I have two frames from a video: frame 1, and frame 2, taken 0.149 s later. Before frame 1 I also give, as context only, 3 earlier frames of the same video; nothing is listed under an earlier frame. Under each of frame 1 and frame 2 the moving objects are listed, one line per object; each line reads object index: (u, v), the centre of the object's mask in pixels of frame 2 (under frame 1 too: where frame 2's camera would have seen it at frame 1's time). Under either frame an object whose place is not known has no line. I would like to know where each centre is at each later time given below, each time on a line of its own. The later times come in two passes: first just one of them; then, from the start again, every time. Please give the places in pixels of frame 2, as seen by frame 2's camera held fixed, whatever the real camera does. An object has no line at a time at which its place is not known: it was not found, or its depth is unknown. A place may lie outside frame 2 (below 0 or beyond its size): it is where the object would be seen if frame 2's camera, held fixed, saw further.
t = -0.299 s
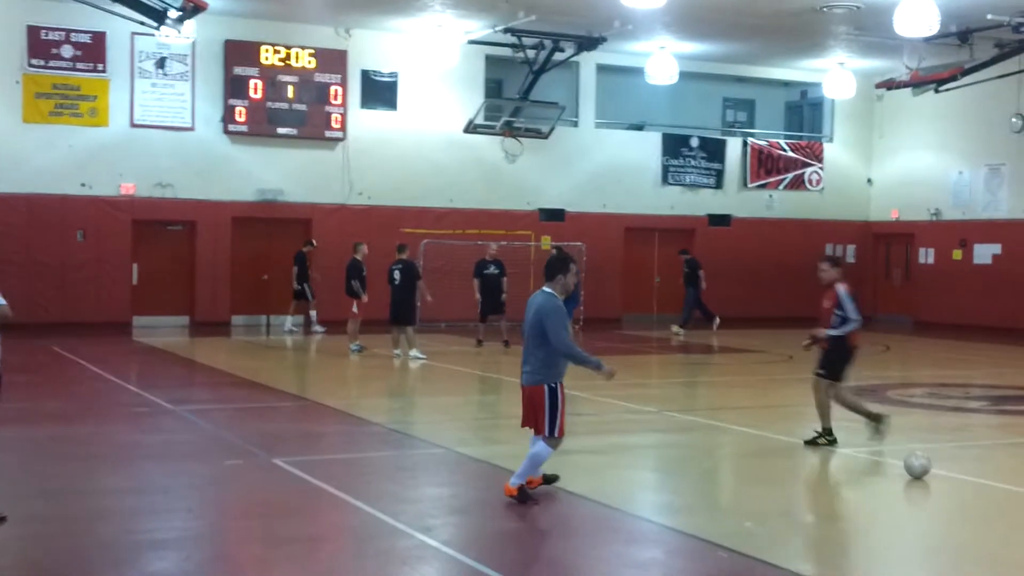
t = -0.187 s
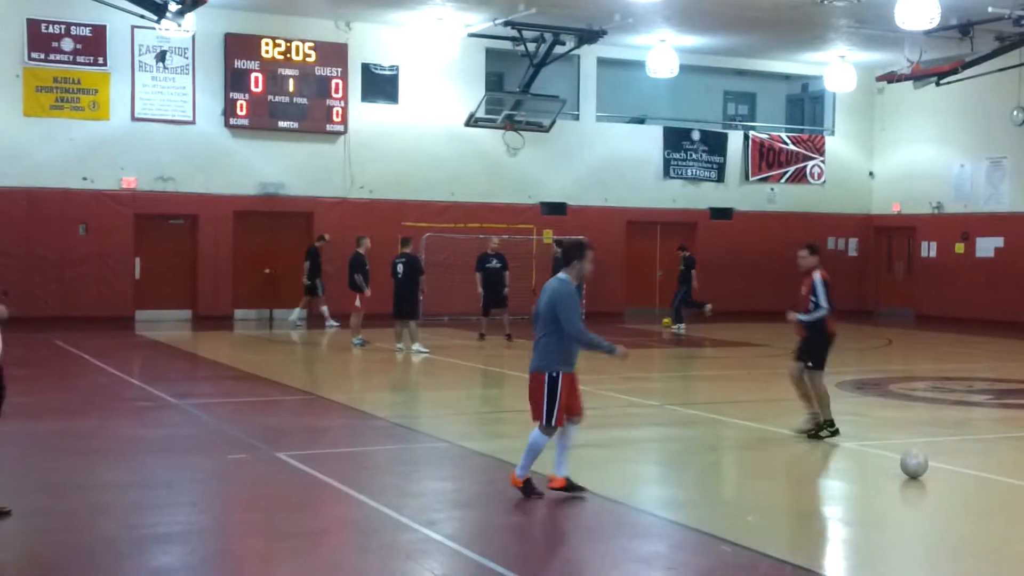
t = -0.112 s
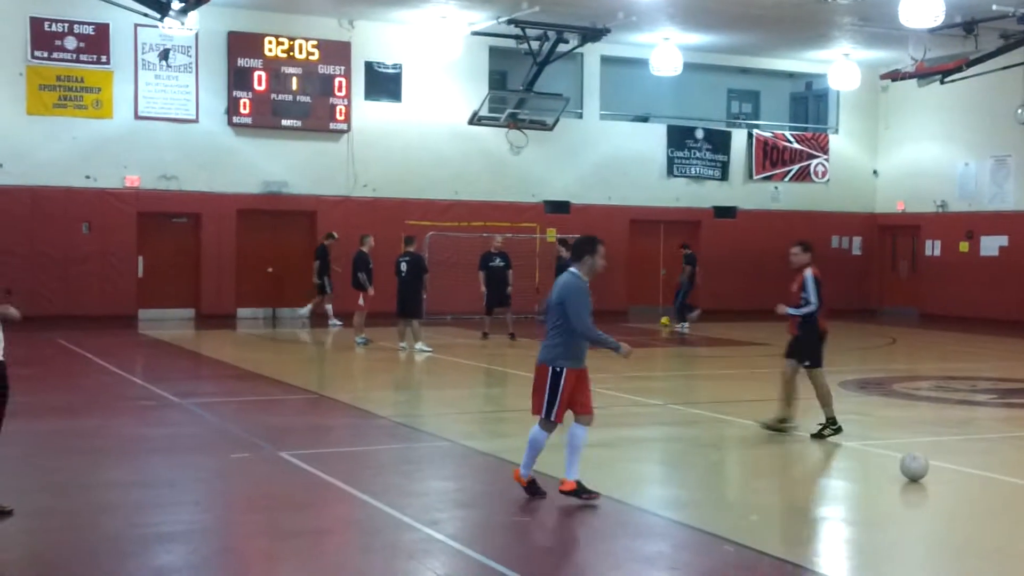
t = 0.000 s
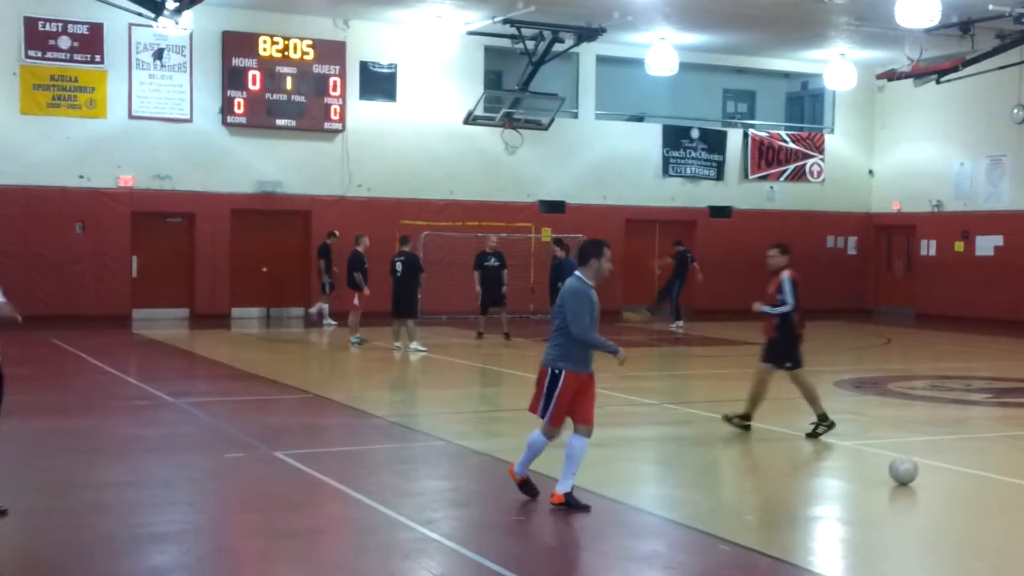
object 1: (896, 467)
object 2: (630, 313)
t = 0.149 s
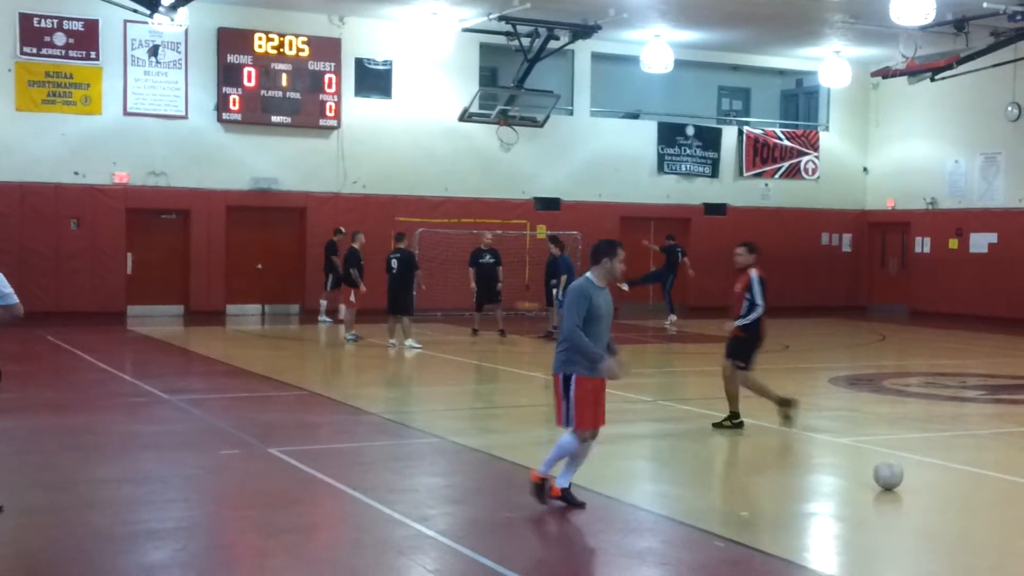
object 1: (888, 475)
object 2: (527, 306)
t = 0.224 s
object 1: (884, 478)
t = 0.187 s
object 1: (886, 477)
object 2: (511, 306)
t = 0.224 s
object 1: (884, 478)
